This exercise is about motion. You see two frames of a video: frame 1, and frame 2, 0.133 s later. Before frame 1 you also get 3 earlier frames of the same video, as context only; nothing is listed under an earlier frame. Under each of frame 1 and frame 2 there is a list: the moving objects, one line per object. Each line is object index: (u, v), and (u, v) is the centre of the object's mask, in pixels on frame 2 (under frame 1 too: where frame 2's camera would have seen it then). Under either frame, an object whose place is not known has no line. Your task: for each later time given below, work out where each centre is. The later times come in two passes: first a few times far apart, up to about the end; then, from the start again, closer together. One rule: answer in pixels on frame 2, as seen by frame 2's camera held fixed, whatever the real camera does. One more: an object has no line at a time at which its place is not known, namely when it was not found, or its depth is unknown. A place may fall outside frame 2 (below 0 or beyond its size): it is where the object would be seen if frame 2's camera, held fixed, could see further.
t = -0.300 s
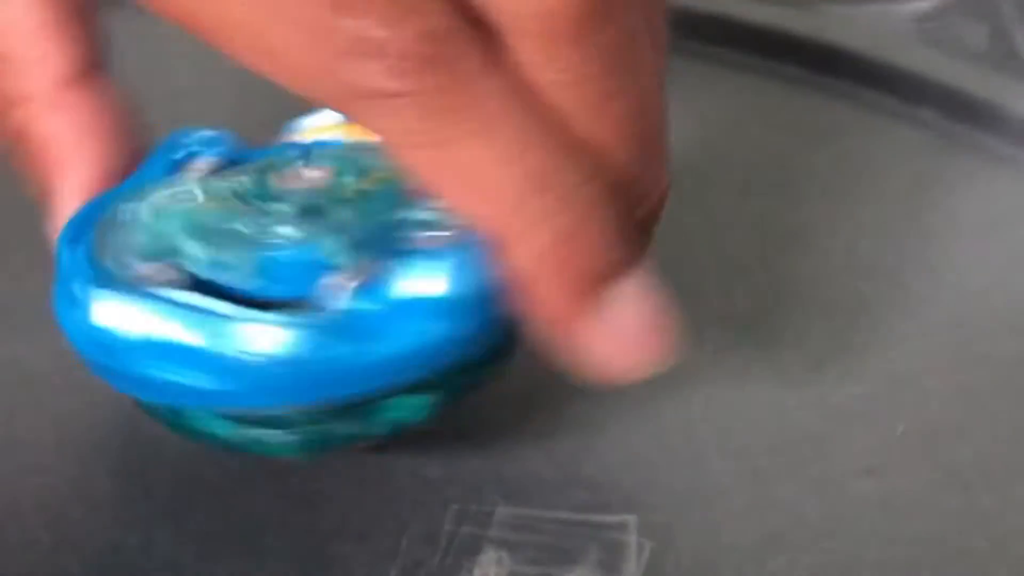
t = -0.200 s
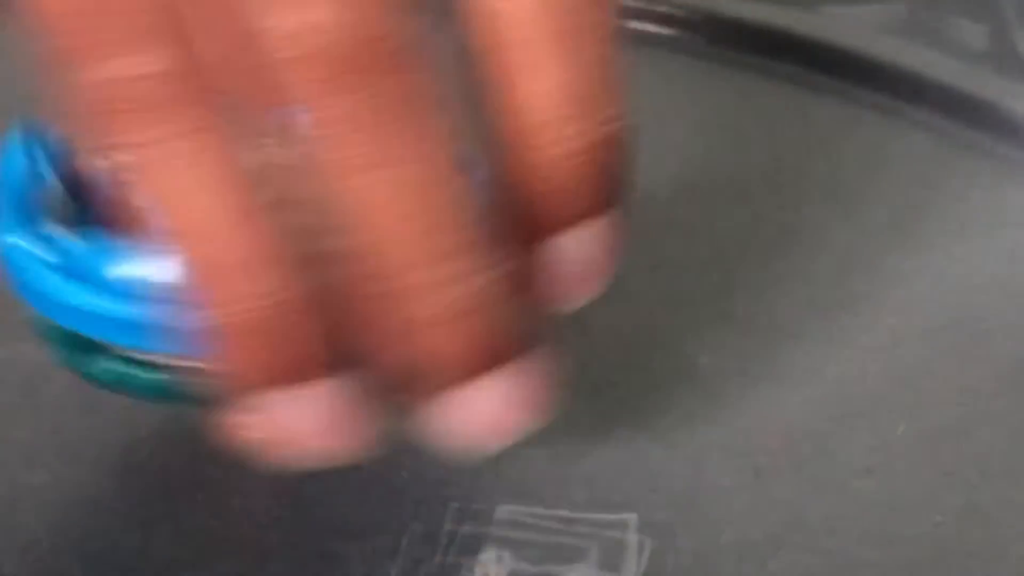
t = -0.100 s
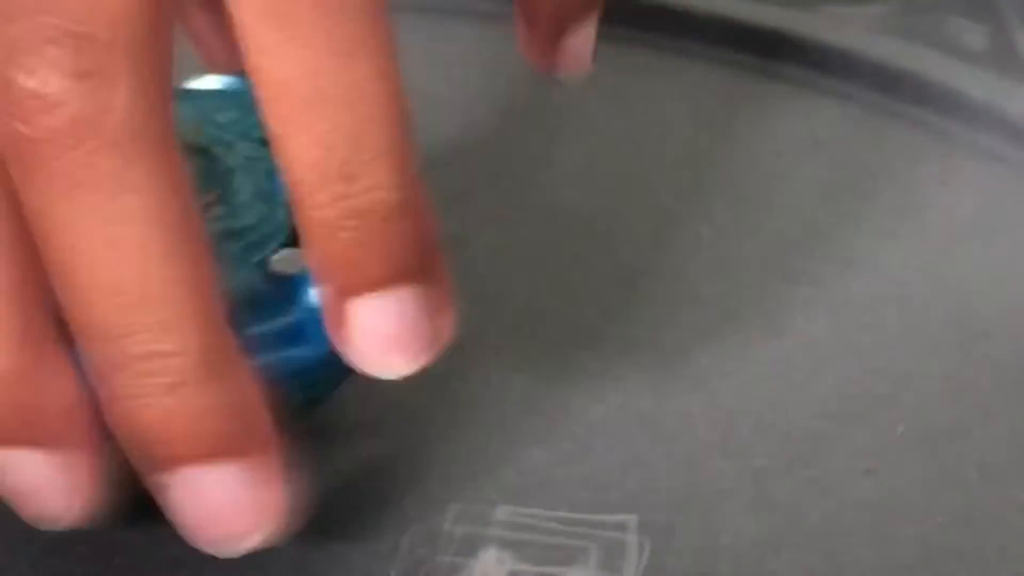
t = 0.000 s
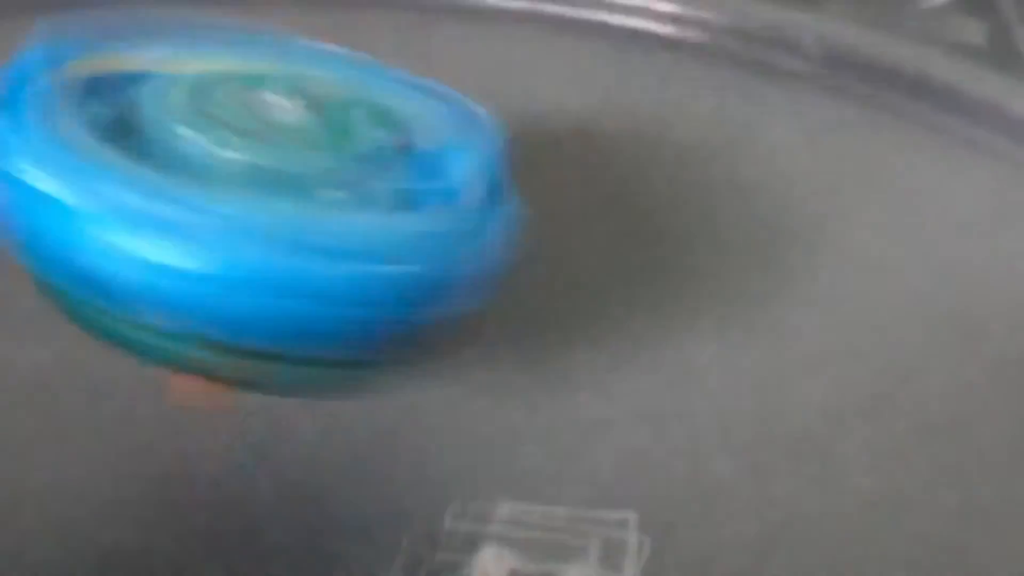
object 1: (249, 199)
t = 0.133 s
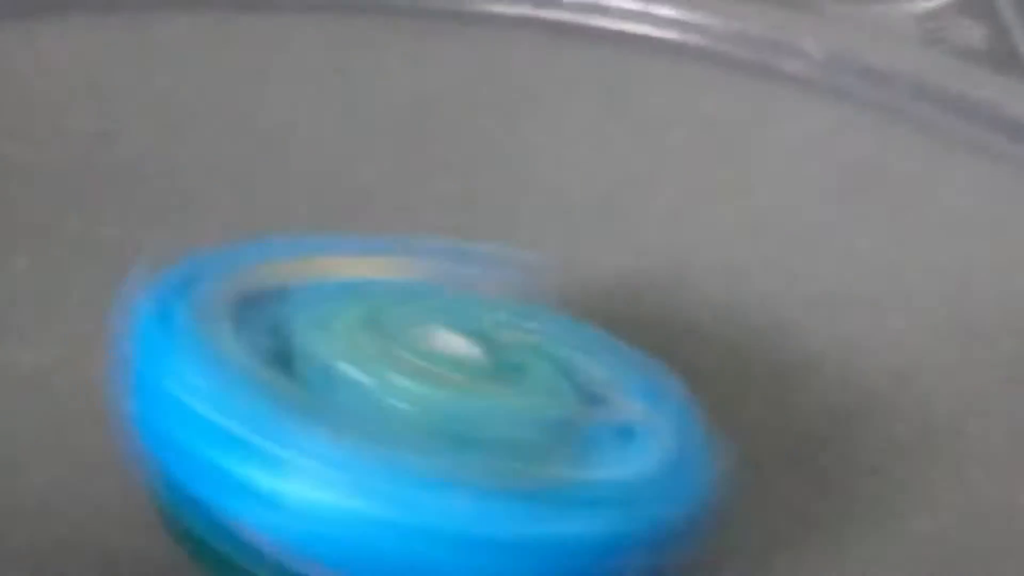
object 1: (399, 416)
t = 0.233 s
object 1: (487, 445)
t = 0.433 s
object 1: (767, 460)
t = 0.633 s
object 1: (854, 439)
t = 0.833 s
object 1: (786, 355)
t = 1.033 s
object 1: (585, 203)
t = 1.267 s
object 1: (313, 106)
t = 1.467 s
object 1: (175, 87)
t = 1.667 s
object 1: (137, 124)
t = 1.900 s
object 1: (113, 296)
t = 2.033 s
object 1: (130, 400)
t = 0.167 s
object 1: (434, 430)
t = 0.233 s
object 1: (487, 445)
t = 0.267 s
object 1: (526, 467)
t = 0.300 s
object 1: (569, 458)
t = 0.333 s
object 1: (622, 470)
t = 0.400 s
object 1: (726, 461)
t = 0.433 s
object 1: (767, 460)
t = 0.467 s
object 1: (801, 457)
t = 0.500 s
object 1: (827, 454)
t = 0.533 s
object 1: (838, 453)
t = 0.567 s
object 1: (852, 446)
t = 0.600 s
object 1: (859, 441)
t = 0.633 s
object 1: (854, 439)
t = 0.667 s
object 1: (847, 431)
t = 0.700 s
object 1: (841, 420)
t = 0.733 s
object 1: (829, 408)
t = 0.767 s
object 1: (816, 393)
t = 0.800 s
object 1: (806, 376)
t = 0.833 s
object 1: (786, 355)
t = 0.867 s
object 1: (767, 326)
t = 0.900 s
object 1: (737, 301)
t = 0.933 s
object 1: (697, 273)
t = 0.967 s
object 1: (664, 249)
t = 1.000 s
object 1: (620, 223)
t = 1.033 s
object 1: (585, 203)
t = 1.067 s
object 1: (545, 181)
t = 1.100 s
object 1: (507, 162)
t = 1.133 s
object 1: (464, 144)
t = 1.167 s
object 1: (429, 133)
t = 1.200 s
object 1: (386, 124)
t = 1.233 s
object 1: (350, 112)
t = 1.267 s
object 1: (313, 106)
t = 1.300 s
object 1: (282, 96)
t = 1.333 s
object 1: (250, 93)
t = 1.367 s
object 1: (228, 87)
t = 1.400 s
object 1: (206, 85)
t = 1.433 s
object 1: (191, 86)
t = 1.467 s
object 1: (175, 87)
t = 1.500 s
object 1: (167, 90)
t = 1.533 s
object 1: (157, 94)
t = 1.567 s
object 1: (153, 99)
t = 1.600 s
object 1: (147, 107)
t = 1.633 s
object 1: (141, 116)
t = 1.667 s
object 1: (137, 124)
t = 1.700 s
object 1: (132, 138)
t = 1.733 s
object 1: (126, 157)
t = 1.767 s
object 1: (120, 178)
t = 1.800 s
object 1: (117, 207)
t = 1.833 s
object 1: (115, 231)
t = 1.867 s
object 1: (113, 260)
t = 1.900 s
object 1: (113, 296)
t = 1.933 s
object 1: (112, 322)
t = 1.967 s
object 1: (114, 350)
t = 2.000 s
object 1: (120, 381)
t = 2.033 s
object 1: (130, 400)
